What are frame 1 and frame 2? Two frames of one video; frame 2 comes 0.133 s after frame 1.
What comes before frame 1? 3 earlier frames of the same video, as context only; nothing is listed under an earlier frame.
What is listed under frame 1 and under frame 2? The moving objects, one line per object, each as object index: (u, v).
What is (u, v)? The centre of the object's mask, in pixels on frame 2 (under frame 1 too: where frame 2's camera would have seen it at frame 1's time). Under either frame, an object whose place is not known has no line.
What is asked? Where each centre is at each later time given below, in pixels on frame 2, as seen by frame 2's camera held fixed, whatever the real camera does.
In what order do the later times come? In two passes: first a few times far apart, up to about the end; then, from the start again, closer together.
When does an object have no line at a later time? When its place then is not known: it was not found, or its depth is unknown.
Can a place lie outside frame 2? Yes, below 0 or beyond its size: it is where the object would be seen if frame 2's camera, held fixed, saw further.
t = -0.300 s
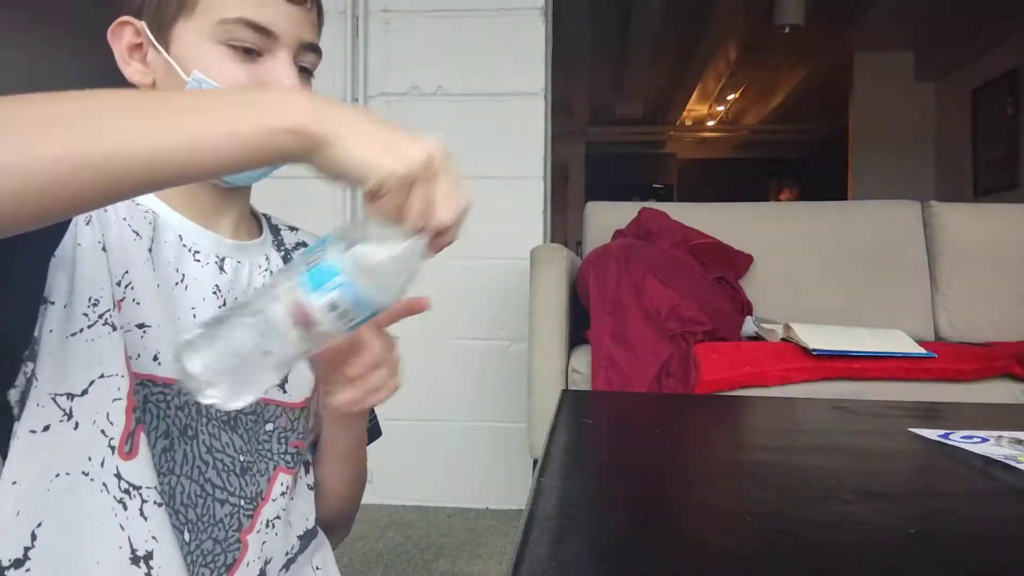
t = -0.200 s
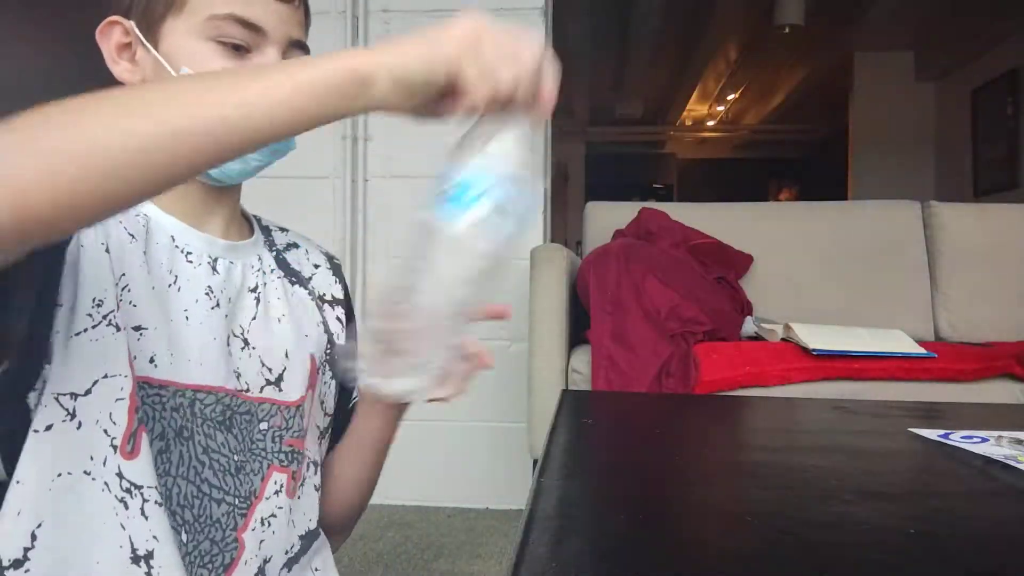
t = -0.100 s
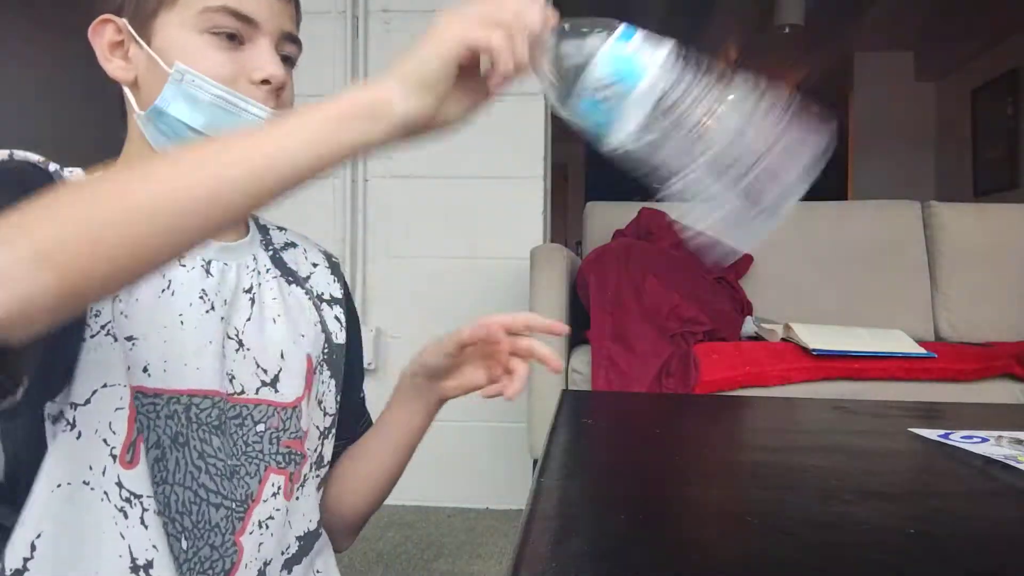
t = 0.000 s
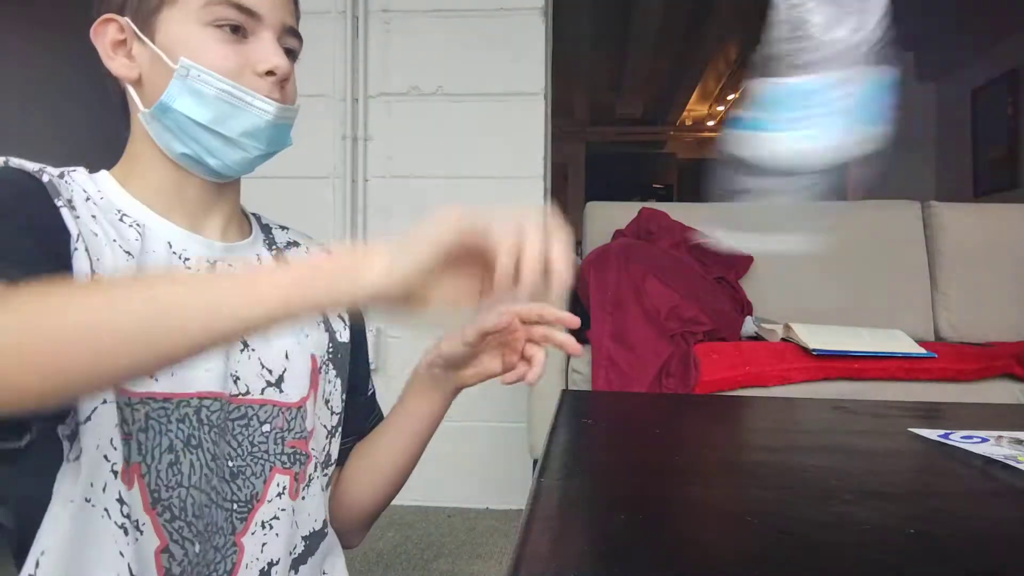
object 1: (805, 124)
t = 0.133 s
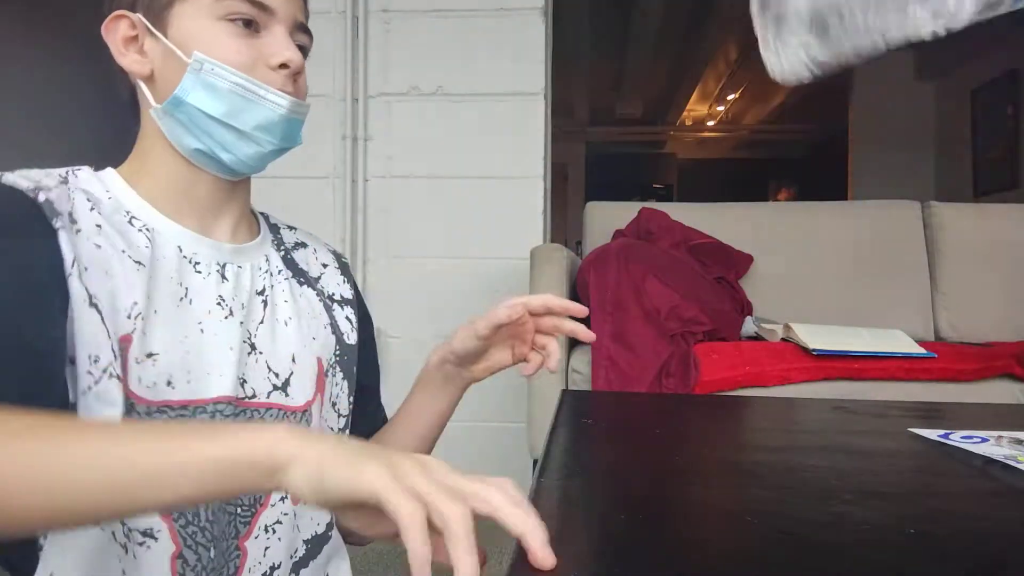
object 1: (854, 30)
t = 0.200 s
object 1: (886, 98)
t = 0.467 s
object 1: (928, 383)
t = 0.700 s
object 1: (951, 479)
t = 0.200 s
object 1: (886, 98)
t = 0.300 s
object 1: (903, 355)
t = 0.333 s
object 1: (917, 378)
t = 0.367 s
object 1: (923, 374)
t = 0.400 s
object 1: (924, 374)
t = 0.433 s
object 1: (925, 376)
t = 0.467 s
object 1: (928, 383)
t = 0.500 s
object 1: (930, 395)
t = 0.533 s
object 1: (934, 409)
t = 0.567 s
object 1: (937, 421)
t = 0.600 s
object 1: (939, 436)
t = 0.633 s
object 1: (943, 450)
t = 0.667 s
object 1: (947, 465)
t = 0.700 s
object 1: (951, 479)
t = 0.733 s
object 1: (957, 486)
